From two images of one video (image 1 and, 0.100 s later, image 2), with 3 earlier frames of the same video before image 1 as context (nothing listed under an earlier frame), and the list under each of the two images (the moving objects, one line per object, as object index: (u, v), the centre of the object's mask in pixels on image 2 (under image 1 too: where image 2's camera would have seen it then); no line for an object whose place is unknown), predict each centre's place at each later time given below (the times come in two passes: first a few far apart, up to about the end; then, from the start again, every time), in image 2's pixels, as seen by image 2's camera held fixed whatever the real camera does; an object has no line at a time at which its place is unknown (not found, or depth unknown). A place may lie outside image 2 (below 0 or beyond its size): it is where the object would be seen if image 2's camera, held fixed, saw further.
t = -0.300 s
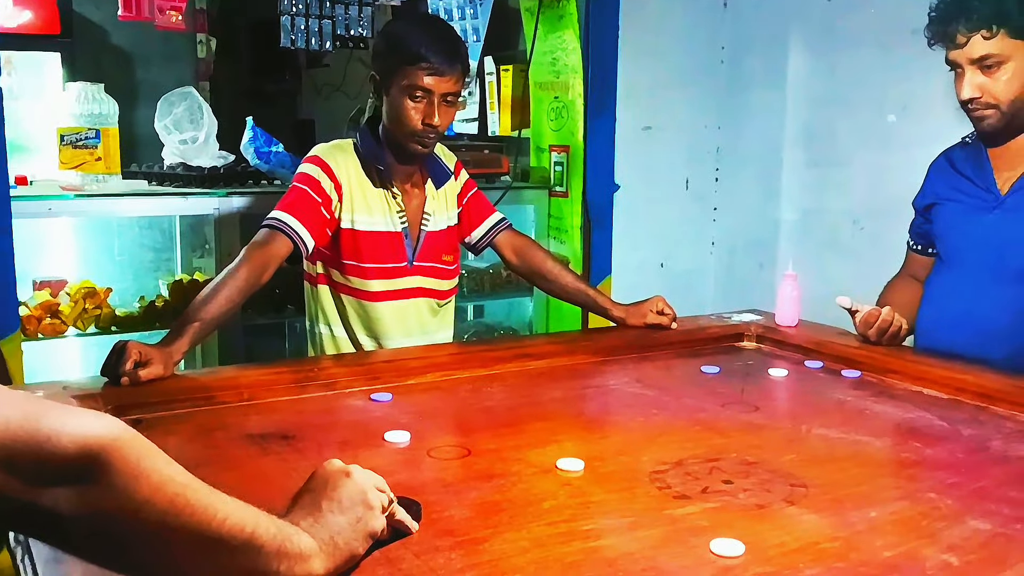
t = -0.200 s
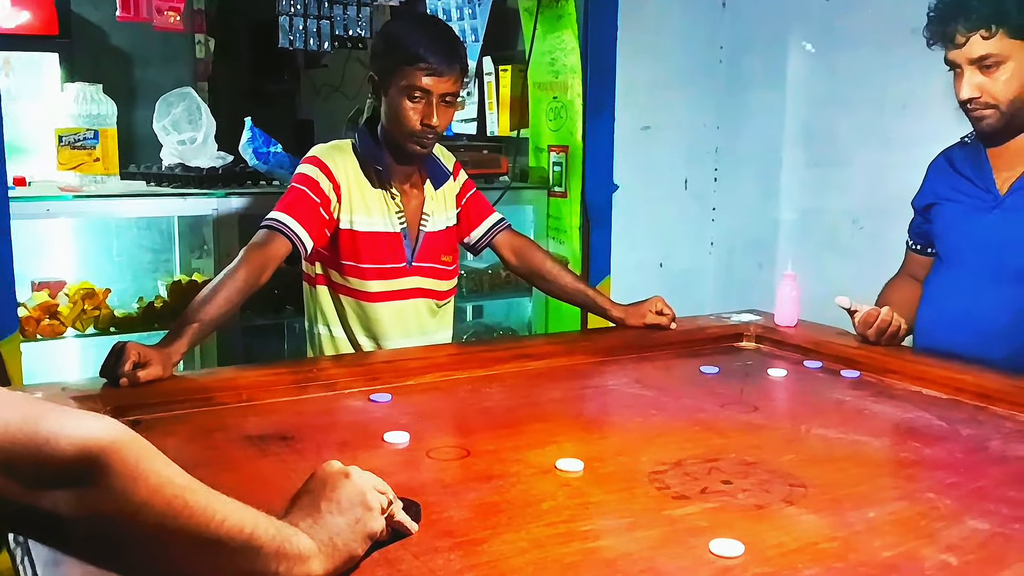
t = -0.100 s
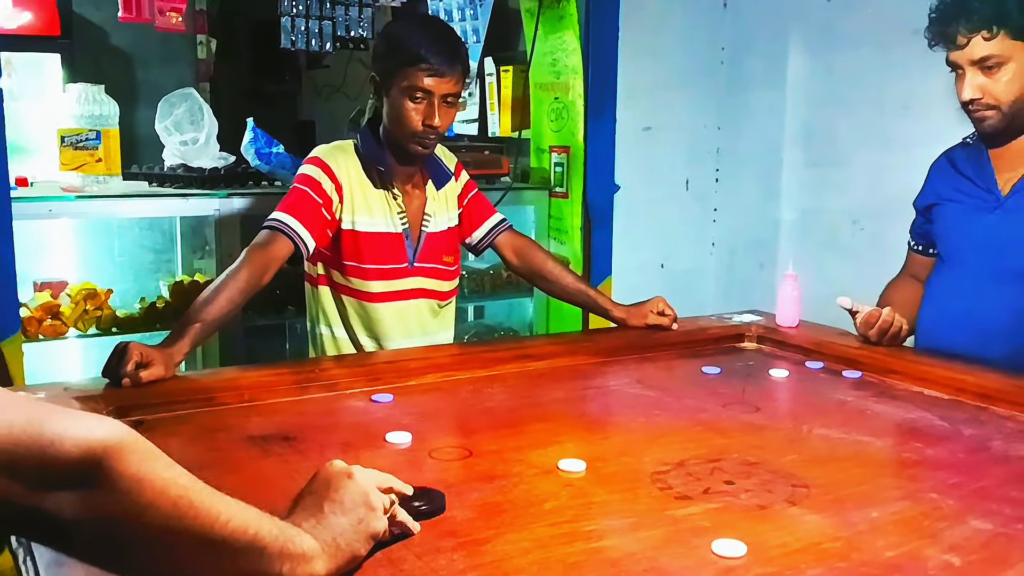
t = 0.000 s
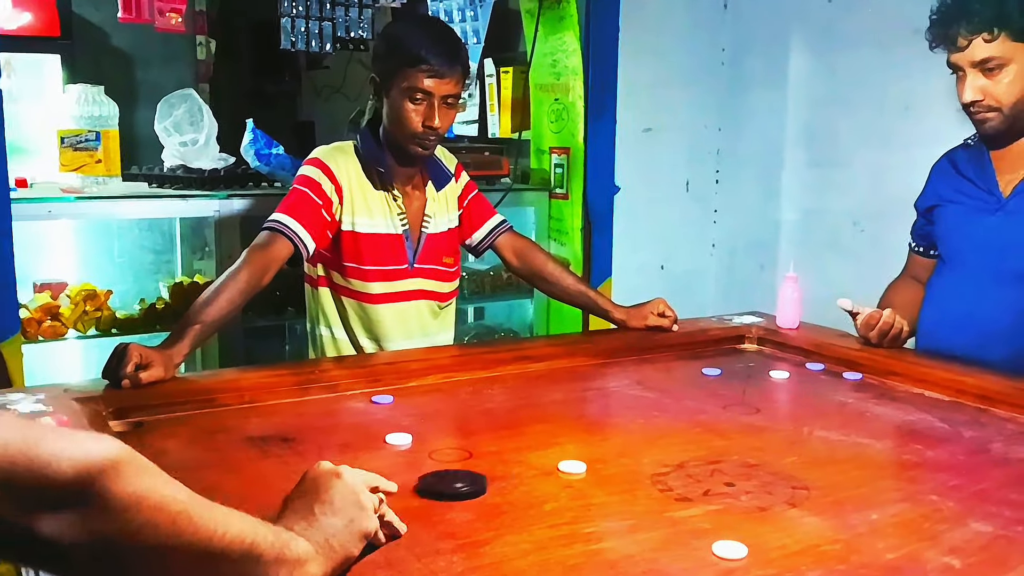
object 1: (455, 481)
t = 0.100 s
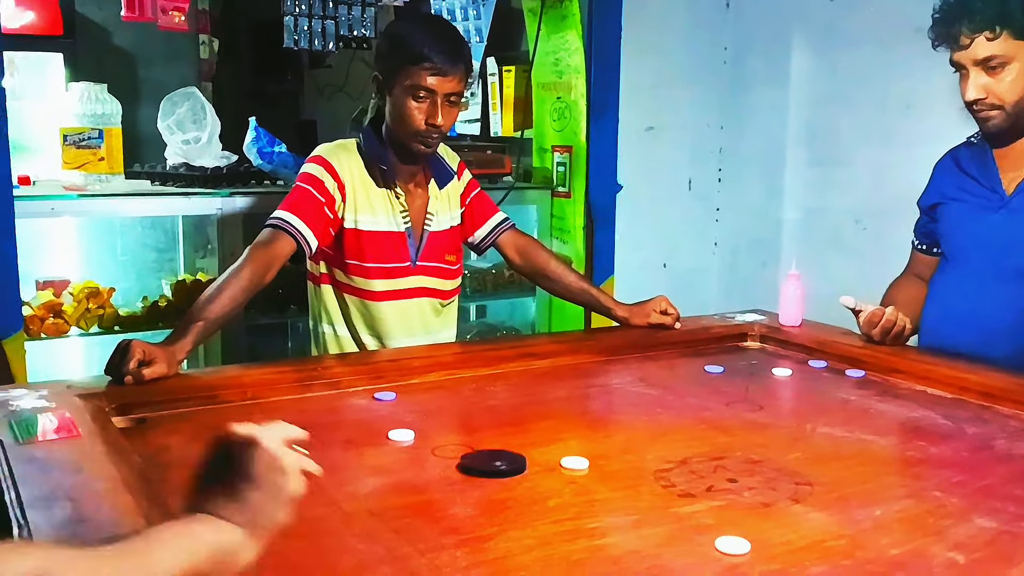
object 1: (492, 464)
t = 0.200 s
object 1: (527, 448)
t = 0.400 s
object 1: (585, 424)
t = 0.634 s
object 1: (640, 401)
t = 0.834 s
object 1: (679, 385)
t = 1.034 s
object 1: (711, 374)
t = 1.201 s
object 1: (732, 366)
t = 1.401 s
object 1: (752, 359)
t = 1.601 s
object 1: (770, 356)
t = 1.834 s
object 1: (774, 354)
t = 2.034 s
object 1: (762, 353)
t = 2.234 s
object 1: (754, 353)
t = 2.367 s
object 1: (750, 353)
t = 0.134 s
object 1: (504, 458)
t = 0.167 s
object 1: (516, 453)
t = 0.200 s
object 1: (527, 448)
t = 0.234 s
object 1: (537, 444)
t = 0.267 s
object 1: (547, 439)
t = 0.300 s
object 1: (557, 435)
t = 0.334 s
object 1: (567, 431)
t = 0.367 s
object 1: (576, 427)
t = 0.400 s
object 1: (585, 424)
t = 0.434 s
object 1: (594, 420)
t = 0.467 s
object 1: (602, 416)
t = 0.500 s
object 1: (610, 413)
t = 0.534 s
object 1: (618, 410)
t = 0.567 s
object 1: (625, 406)
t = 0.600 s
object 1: (633, 404)
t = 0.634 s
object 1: (640, 401)
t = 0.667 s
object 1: (646, 398)
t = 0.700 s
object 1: (653, 395)
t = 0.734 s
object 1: (660, 393)
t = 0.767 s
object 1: (666, 390)
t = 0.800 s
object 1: (673, 388)
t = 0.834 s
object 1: (679, 385)
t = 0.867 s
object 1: (685, 383)
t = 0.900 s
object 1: (690, 381)
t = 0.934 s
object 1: (696, 379)
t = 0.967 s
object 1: (701, 377)
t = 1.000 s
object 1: (706, 375)
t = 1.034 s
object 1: (711, 374)
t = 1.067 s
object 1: (714, 372)
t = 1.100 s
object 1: (719, 371)
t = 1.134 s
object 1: (724, 369)
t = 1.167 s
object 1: (728, 367)
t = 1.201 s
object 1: (732, 366)
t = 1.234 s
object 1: (735, 365)
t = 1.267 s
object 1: (739, 364)
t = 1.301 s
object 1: (742, 363)
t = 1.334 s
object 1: (746, 362)
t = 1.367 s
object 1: (750, 360)
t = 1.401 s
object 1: (752, 359)
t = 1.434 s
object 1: (755, 359)
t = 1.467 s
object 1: (758, 358)
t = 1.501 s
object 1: (761, 358)
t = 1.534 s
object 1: (765, 357)
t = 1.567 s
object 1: (768, 357)
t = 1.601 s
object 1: (770, 356)
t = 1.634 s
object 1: (772, 355)
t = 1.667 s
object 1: (774, 355)
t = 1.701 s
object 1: (776, 355)
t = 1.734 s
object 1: (778, 354)
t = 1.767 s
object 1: (778, 354)
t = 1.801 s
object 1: (776, 354)
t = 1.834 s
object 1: (774, 354)
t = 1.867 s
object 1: (772, 353)
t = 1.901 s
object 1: (770, 354)
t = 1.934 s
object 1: (768, 354)
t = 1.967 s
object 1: (766, 354)
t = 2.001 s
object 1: (764, 353)
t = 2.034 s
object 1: (762, 353)
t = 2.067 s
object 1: (760, 353)
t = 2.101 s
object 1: (759, 353)
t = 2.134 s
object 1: (757, 353)
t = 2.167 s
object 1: (756, 353)
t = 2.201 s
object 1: (755, 353)
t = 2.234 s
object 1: (754, 353)
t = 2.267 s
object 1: (752, 353)
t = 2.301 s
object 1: (751, 353)
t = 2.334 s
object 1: (751, 353)
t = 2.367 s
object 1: (750, 353)
